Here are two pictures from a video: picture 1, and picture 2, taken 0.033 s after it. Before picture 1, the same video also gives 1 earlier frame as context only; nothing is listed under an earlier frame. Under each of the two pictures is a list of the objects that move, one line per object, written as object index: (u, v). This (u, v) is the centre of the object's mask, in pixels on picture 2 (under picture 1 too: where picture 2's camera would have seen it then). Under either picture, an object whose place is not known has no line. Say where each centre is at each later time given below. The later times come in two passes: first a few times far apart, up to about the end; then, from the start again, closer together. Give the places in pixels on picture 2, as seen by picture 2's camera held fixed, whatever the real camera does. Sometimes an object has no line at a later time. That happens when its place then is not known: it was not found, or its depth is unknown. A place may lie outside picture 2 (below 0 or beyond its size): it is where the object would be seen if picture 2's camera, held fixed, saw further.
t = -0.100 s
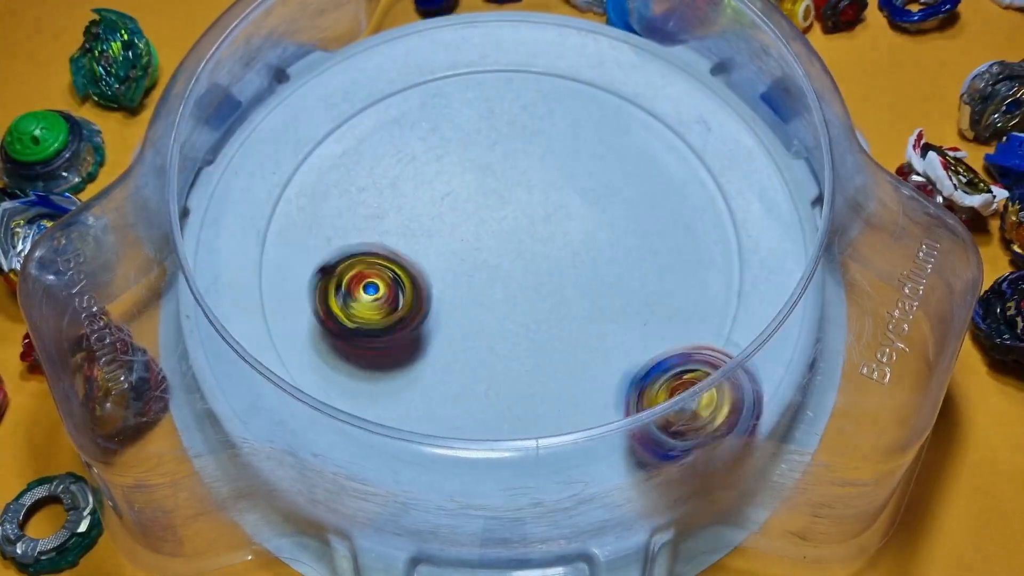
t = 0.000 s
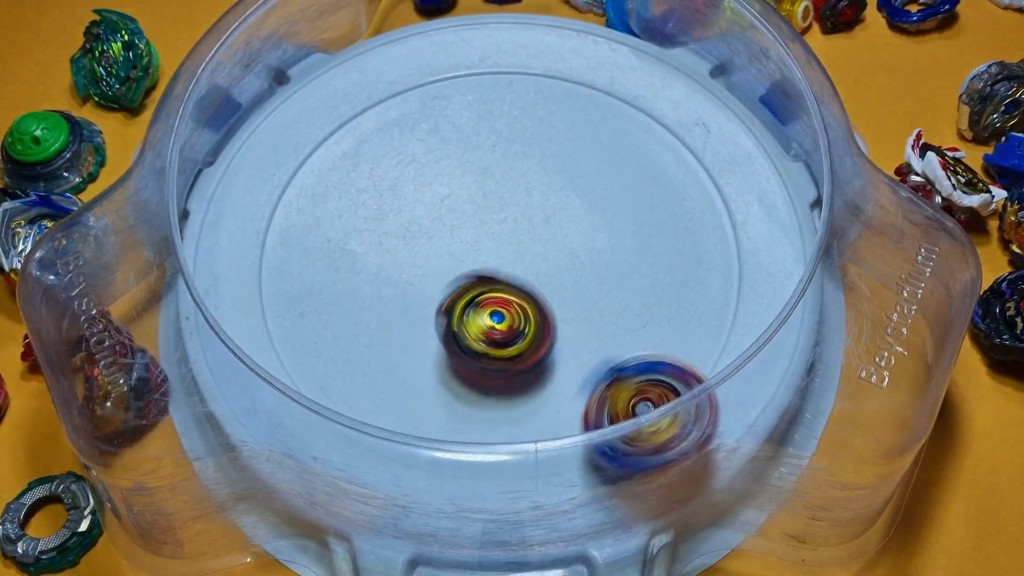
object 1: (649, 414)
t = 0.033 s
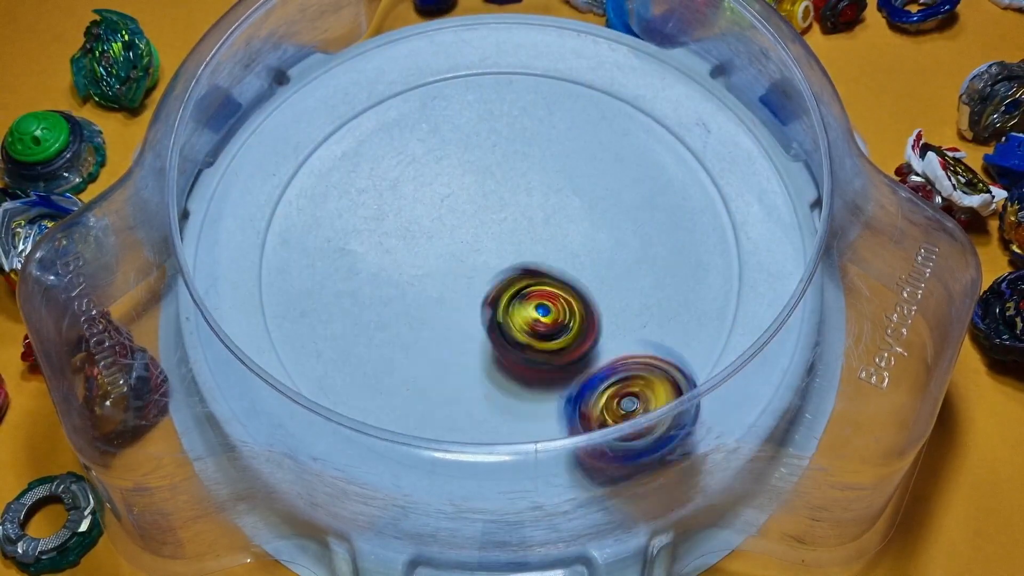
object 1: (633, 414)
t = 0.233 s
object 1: (531, 369)
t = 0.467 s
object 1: (427, 307)
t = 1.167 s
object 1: (702, 108)
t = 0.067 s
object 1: (617, 411)
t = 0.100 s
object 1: (596, 395)
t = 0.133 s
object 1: (580, 392)
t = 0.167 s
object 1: (565, 388)
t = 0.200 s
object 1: (550, 381)
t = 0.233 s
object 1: (531, 369)
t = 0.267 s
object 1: (516, 357)
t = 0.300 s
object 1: (500, 348)
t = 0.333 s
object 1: (483, 338)
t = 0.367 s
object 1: (471, 328)
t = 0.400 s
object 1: (457, 320)
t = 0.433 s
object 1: (442, 313)
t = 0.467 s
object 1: (427, 307)
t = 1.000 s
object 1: (630, 372)
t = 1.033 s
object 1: (661, 342)
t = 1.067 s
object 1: (669, 308)
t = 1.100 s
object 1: (666, 271)
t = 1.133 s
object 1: (689, 195)
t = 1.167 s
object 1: (702, 108)
